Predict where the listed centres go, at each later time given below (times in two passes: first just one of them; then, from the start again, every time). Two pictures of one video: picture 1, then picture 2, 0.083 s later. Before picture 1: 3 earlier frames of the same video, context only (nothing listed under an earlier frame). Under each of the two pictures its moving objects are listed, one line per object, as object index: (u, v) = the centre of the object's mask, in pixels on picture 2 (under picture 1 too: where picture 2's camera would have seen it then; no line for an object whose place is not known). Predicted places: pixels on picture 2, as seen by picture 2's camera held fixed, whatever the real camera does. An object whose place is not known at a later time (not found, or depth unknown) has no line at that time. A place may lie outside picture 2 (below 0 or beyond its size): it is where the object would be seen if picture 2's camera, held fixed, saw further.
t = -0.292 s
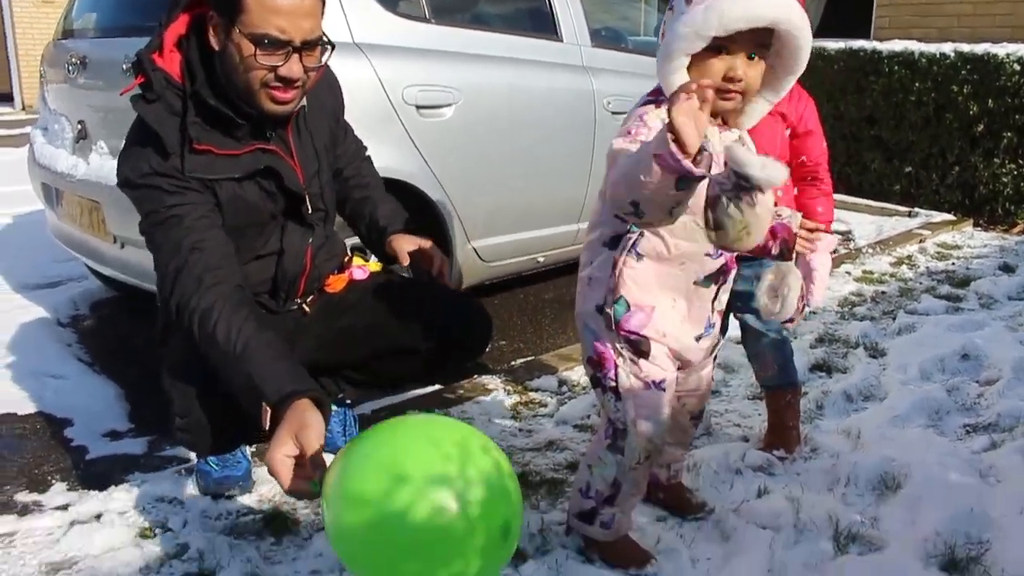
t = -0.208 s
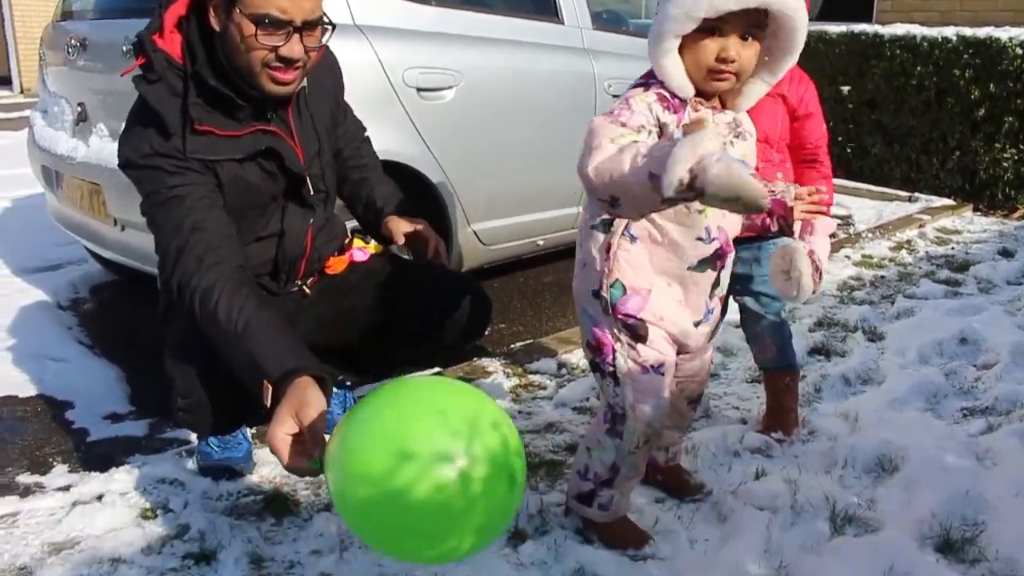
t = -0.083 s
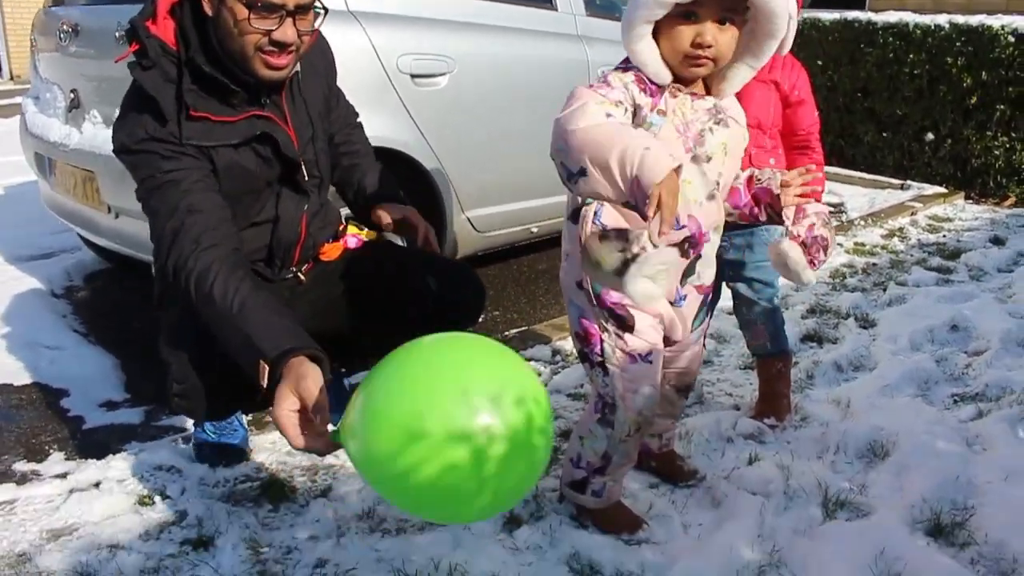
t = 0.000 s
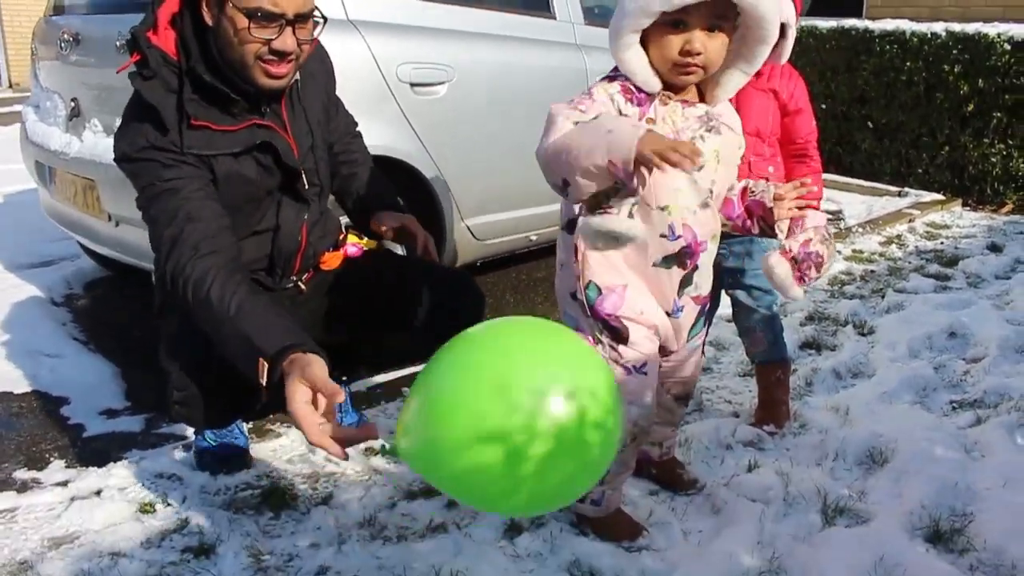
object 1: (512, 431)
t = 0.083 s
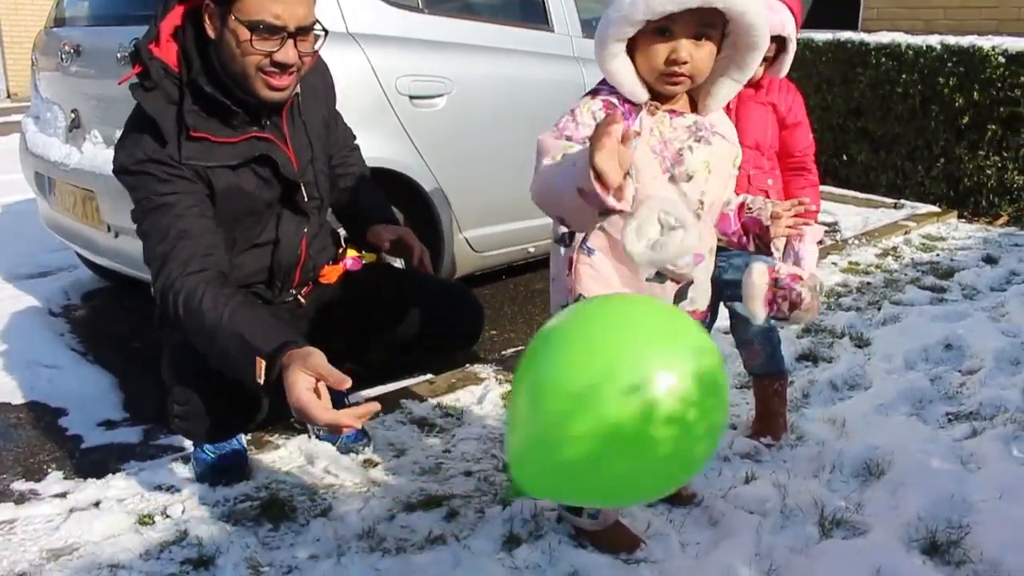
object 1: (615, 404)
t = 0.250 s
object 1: (826, 357)
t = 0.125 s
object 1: (665, 392)
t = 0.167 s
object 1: (720, 380)
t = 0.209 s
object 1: (779, 367)
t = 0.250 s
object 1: (826, 357)
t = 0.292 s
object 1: (894, 345)
